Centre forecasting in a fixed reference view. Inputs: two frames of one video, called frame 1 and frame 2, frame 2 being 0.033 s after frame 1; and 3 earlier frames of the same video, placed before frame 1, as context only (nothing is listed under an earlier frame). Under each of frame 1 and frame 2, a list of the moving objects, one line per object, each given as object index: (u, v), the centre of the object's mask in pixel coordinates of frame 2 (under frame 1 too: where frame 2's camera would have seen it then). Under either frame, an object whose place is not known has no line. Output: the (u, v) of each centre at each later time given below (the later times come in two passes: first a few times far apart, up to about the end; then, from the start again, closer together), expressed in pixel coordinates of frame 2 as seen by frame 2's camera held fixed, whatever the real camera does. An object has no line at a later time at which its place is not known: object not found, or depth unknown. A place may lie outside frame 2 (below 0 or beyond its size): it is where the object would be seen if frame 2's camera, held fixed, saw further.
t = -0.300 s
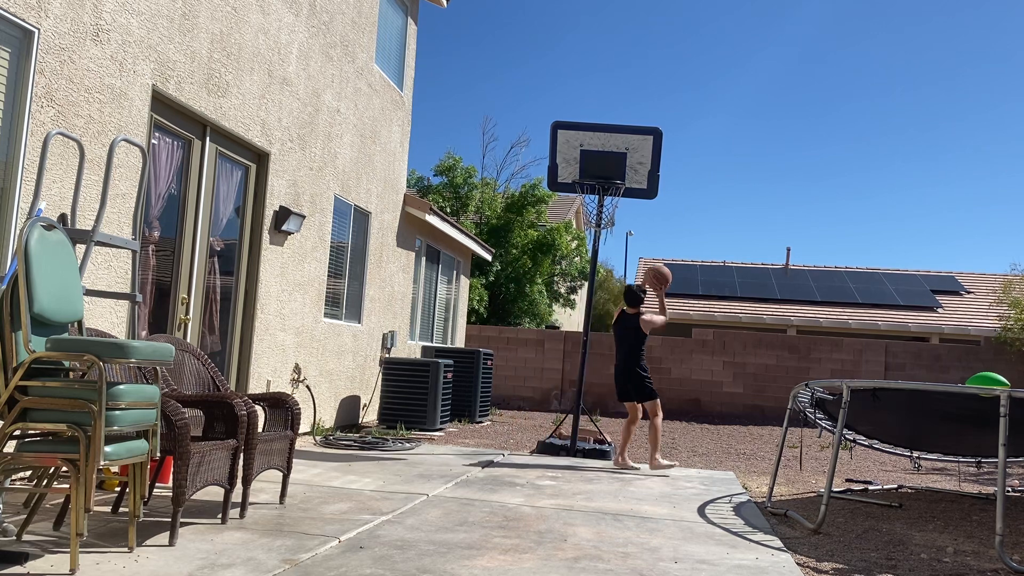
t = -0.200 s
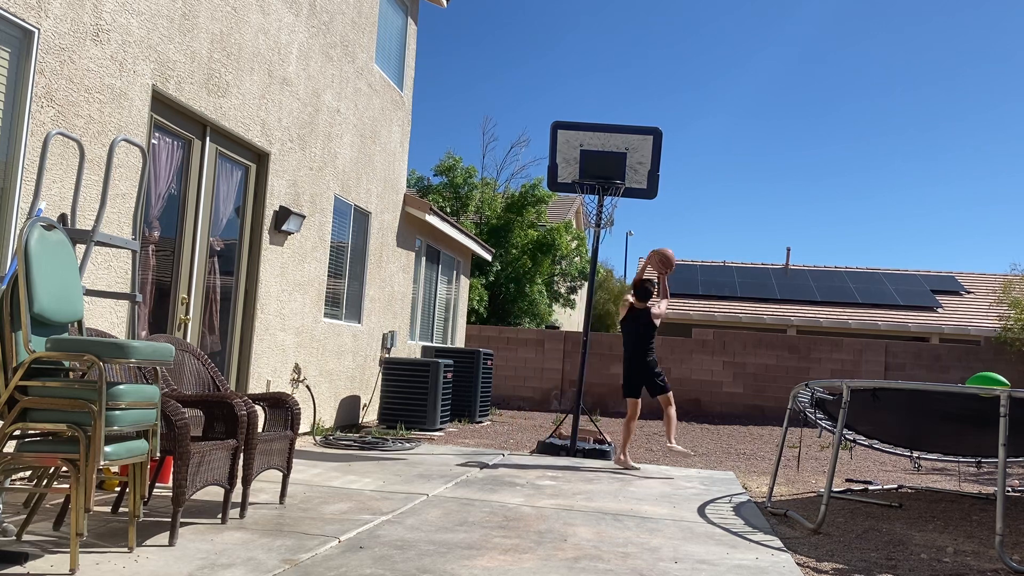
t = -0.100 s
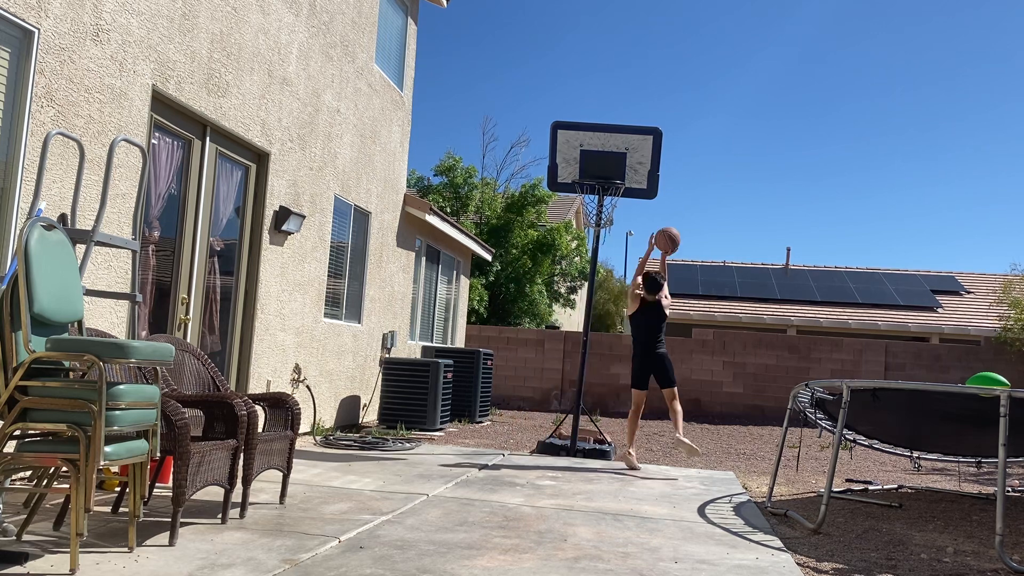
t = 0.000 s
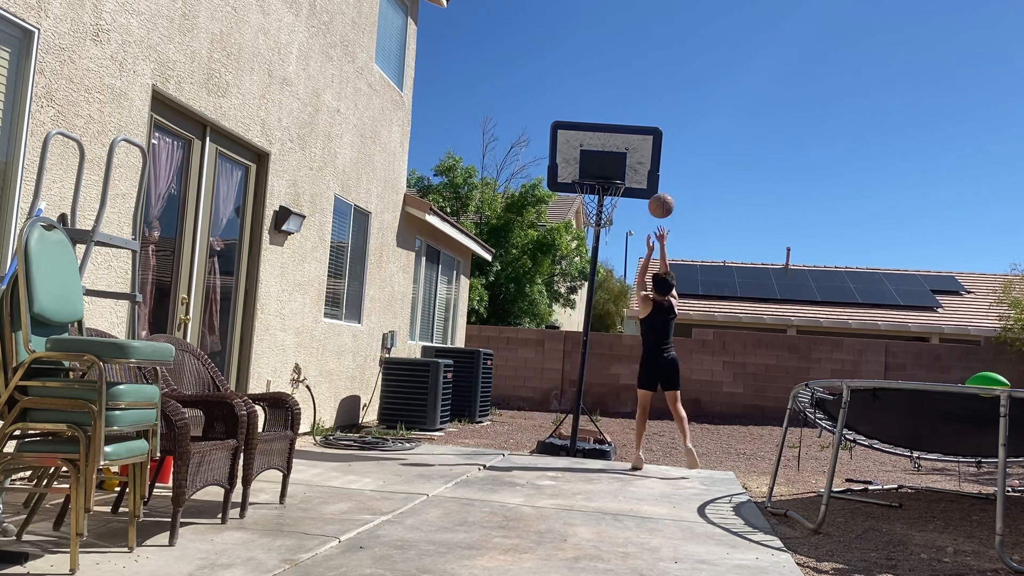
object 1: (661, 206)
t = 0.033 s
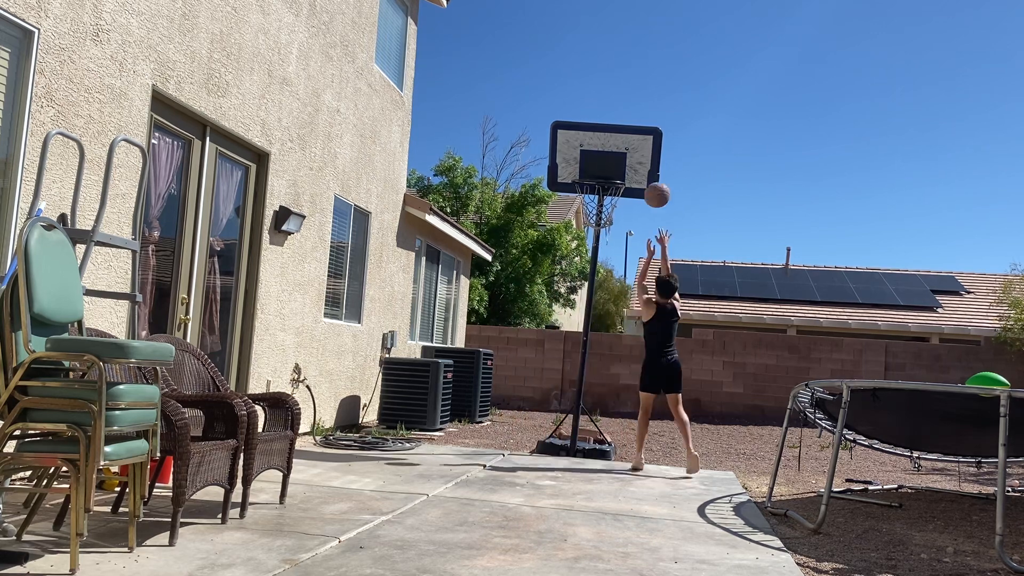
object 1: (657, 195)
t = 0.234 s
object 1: (633, 157)
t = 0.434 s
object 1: (609, 169)
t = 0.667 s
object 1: (580, 235)
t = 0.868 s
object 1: (551, 338)
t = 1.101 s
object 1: (528, 418)
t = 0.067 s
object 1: (653, 186)
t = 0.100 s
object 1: (649, 177)
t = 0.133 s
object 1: (645, 170)
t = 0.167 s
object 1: (641, 164)
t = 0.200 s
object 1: (637, 158)
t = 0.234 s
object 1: (633, 157)
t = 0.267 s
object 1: (629, 155)
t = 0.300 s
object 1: (625, 156)
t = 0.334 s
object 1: (621, 157)
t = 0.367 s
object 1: (617, 160)
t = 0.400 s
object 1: (613, 164)
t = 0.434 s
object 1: (609, 169)
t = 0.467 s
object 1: (606, 175)
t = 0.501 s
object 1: (602, 182)
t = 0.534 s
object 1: (597, 191)
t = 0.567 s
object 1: (593, 200)
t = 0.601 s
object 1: (590, 210)
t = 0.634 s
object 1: (584, 222)
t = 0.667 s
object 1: (580, 235)
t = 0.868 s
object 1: (551, 338)
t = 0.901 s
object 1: (547, 361)
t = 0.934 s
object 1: (540, 384)
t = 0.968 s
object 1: (535, 408)
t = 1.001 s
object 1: (529, 434)
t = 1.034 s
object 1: (526, 450)
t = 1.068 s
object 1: (526, 433)
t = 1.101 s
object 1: (528, 418)
